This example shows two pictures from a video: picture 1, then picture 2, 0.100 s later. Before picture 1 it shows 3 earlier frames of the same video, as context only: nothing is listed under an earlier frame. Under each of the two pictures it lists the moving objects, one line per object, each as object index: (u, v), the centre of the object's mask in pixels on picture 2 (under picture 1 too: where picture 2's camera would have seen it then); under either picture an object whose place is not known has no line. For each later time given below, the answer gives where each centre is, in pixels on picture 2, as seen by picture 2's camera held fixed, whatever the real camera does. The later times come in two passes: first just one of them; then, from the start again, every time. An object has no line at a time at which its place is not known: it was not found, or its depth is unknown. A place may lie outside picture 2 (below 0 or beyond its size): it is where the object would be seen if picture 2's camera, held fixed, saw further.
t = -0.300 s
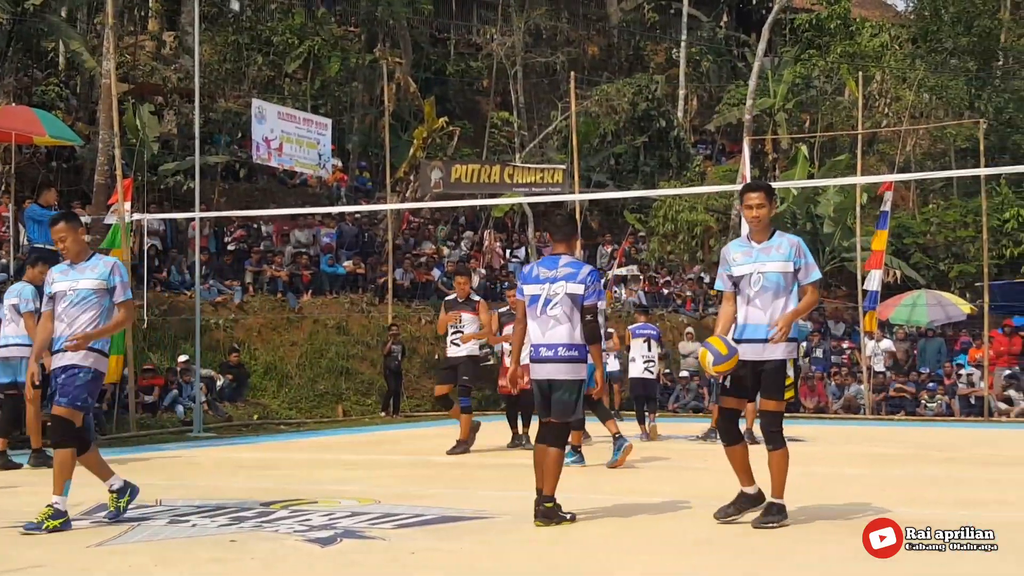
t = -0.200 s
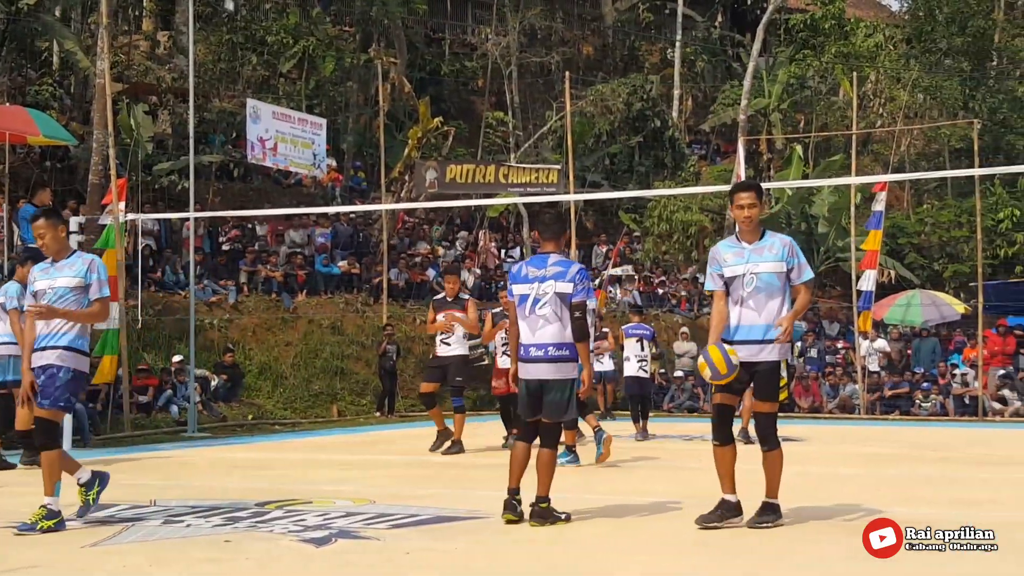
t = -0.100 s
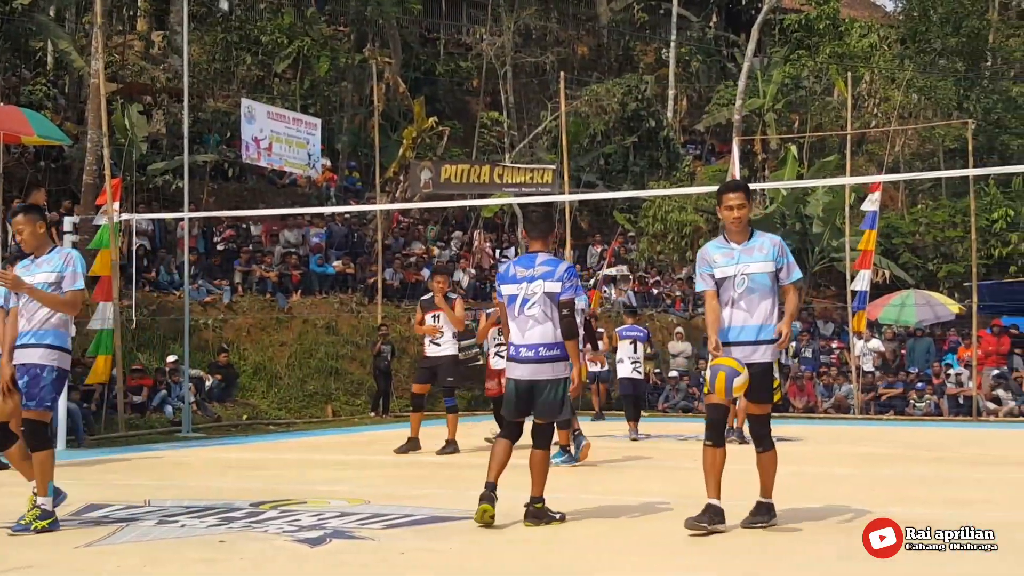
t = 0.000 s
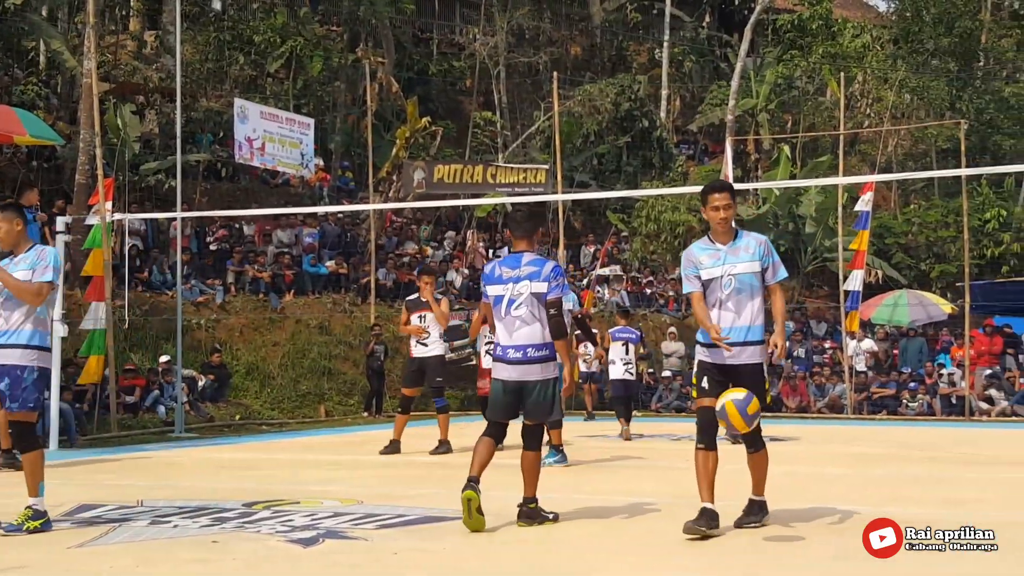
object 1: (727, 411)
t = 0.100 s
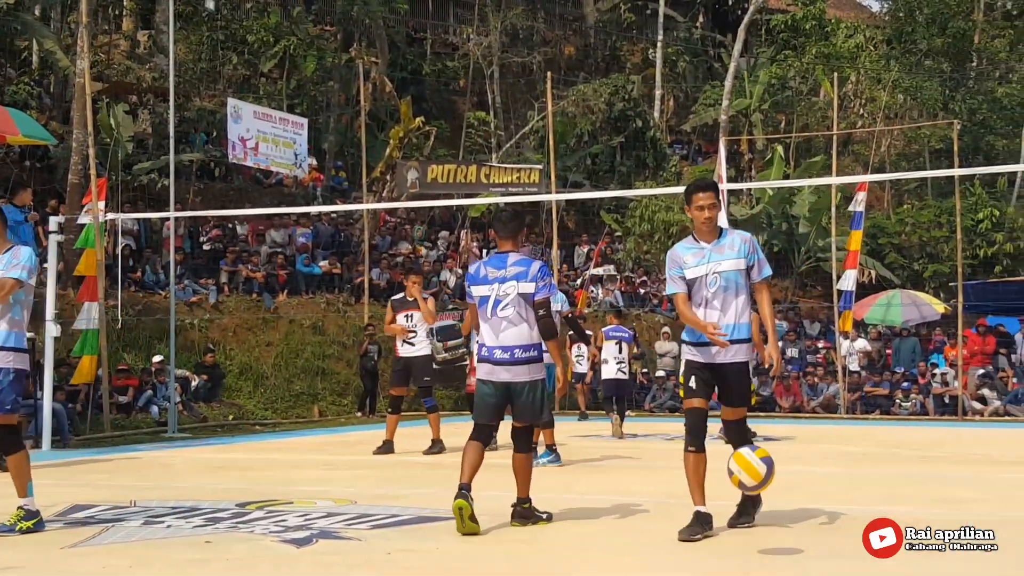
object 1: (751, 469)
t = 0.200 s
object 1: (773, 543)
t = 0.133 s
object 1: (757, 494)
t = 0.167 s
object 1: (765, 523)
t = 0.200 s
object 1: (773, 543)
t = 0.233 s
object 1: (781, 520)
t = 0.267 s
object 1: (789, 501)
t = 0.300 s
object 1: (797, 484)
